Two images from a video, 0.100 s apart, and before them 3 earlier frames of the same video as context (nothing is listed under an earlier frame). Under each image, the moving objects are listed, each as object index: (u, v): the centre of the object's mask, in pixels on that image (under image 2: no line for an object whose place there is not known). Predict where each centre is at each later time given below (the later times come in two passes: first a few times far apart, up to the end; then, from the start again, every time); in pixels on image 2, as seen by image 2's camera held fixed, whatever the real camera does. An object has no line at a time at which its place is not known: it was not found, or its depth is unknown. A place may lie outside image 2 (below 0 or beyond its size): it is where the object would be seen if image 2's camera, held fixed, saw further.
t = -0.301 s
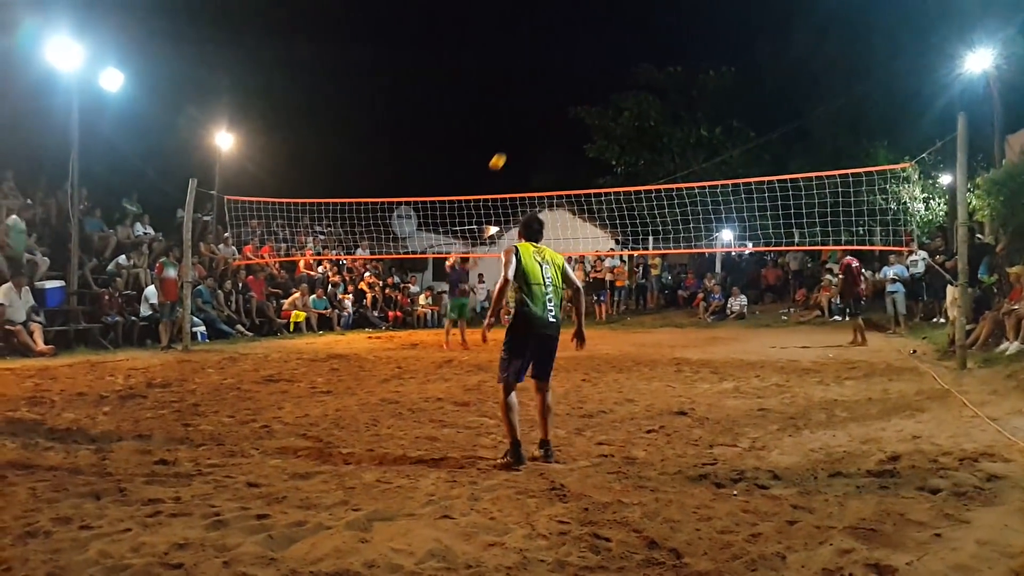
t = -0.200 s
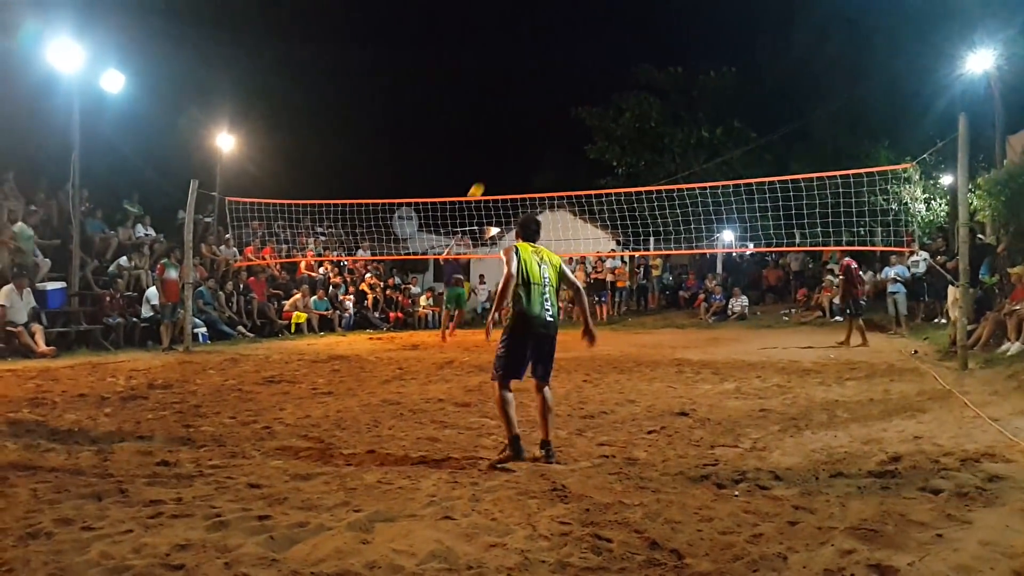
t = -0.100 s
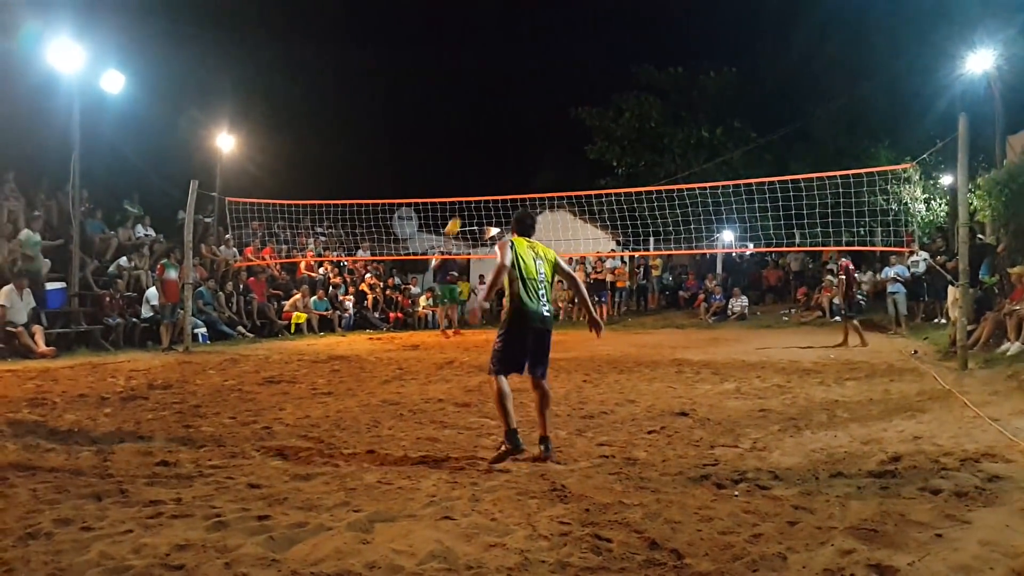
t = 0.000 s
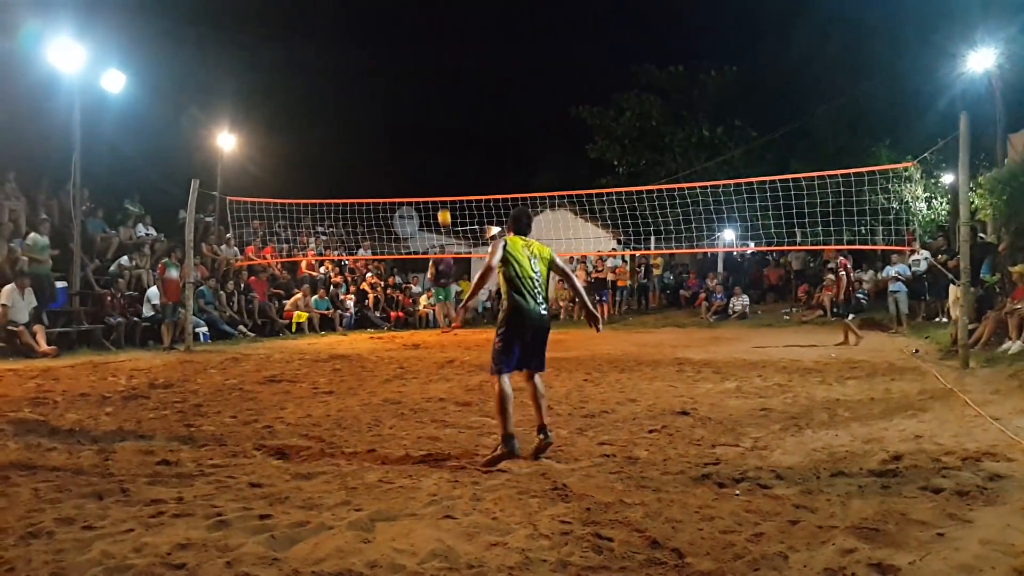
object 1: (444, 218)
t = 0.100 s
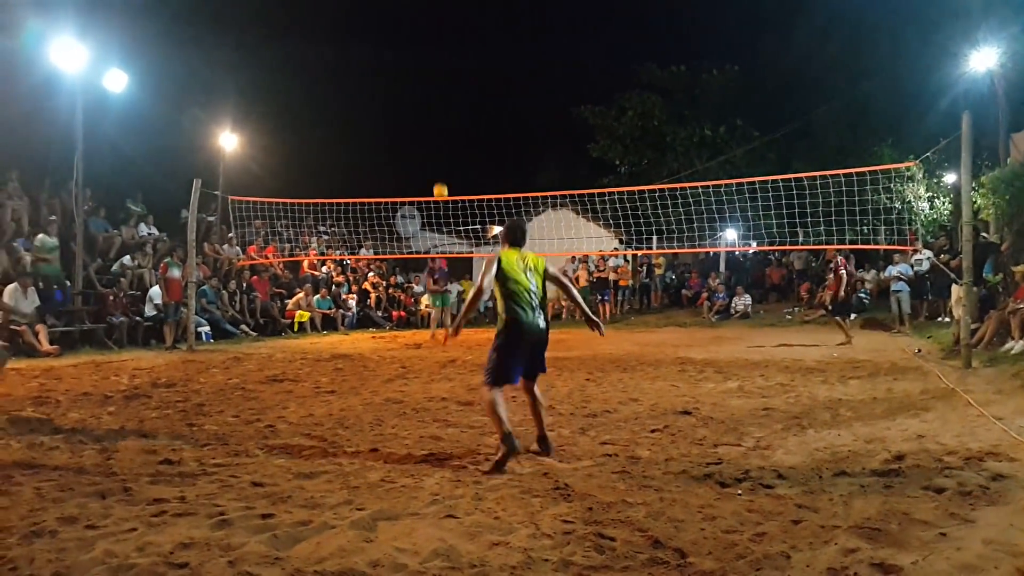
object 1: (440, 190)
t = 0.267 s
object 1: (428, 156)
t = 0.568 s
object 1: (400, 131)
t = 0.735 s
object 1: (372, 159)
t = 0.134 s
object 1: (438, 184)
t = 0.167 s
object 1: (436, 177)
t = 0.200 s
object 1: (434, 169)
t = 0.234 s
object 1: (431, 162)
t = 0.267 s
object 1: (428, 156)
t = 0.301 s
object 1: (426, 151)
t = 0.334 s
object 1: (423, 145)
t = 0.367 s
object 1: (420, 141)
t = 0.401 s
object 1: (417, 137)
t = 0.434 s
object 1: (414, 134)
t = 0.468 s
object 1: (411, 132)
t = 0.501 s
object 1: (408, 131)
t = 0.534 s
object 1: (404, 130)
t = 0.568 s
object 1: (400, 131)
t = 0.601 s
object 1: (396, 133)
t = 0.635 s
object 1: (391, 137)
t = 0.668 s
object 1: (385, 142)
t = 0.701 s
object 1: (379, 150)
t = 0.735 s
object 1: (372, 159)
